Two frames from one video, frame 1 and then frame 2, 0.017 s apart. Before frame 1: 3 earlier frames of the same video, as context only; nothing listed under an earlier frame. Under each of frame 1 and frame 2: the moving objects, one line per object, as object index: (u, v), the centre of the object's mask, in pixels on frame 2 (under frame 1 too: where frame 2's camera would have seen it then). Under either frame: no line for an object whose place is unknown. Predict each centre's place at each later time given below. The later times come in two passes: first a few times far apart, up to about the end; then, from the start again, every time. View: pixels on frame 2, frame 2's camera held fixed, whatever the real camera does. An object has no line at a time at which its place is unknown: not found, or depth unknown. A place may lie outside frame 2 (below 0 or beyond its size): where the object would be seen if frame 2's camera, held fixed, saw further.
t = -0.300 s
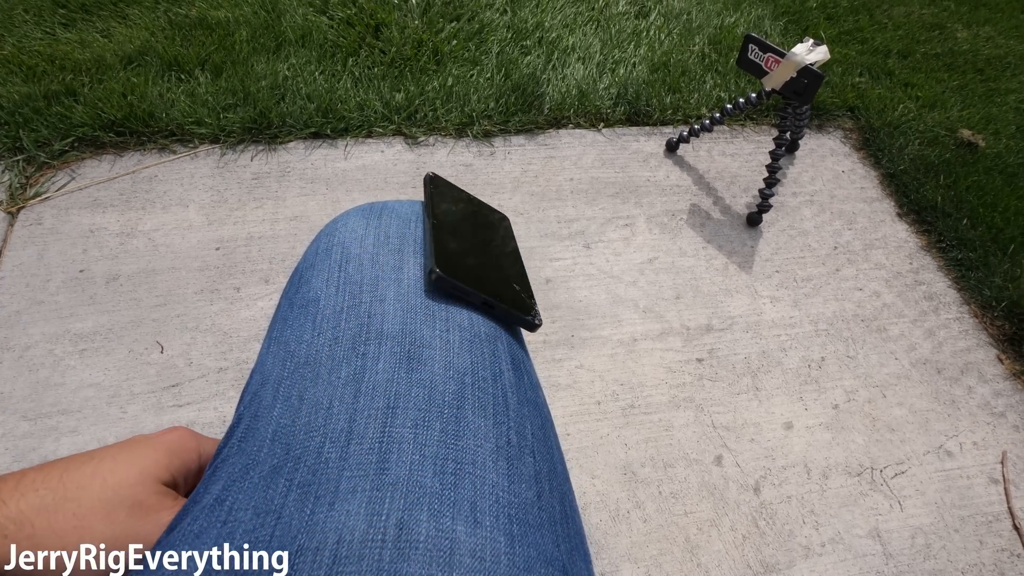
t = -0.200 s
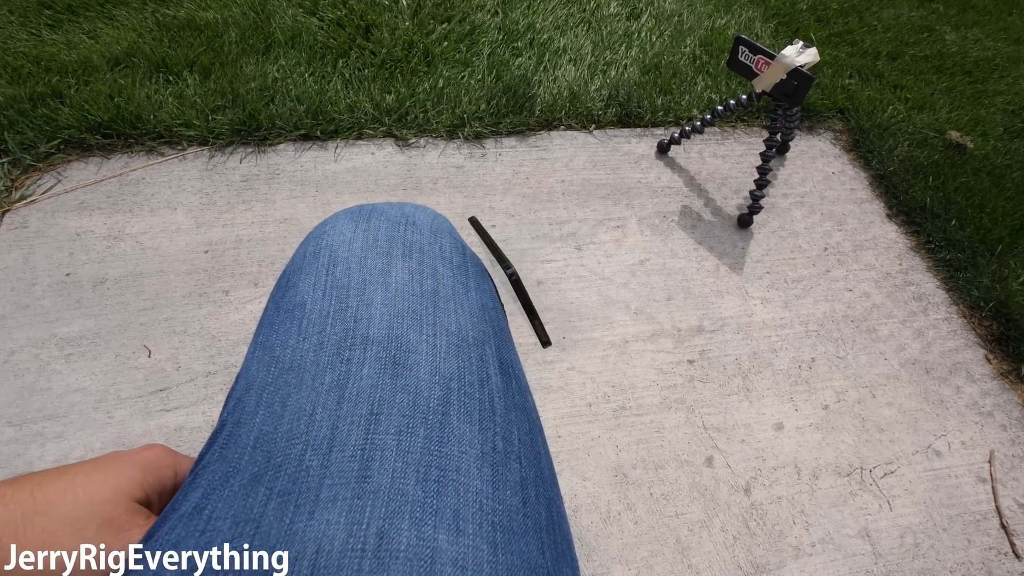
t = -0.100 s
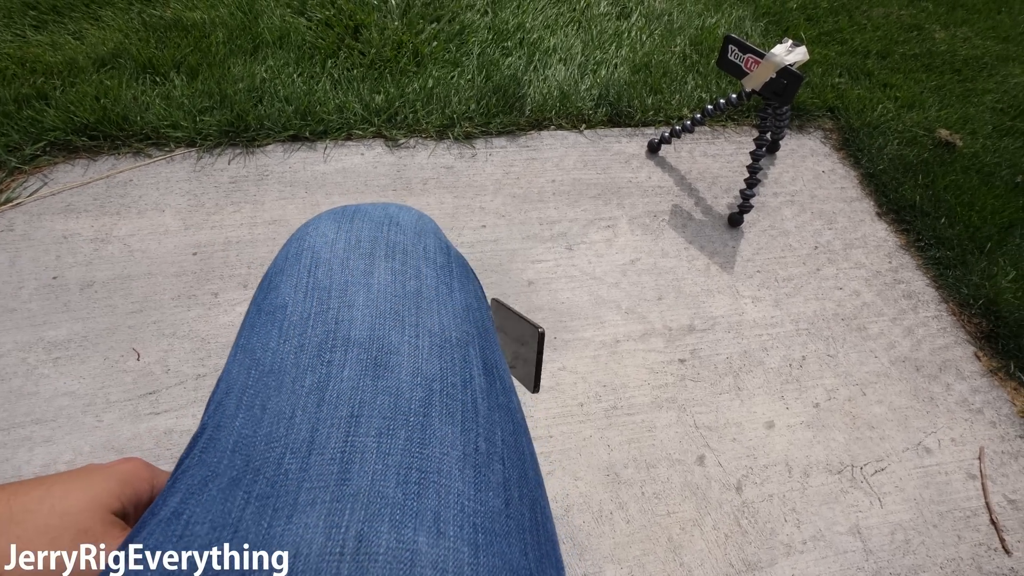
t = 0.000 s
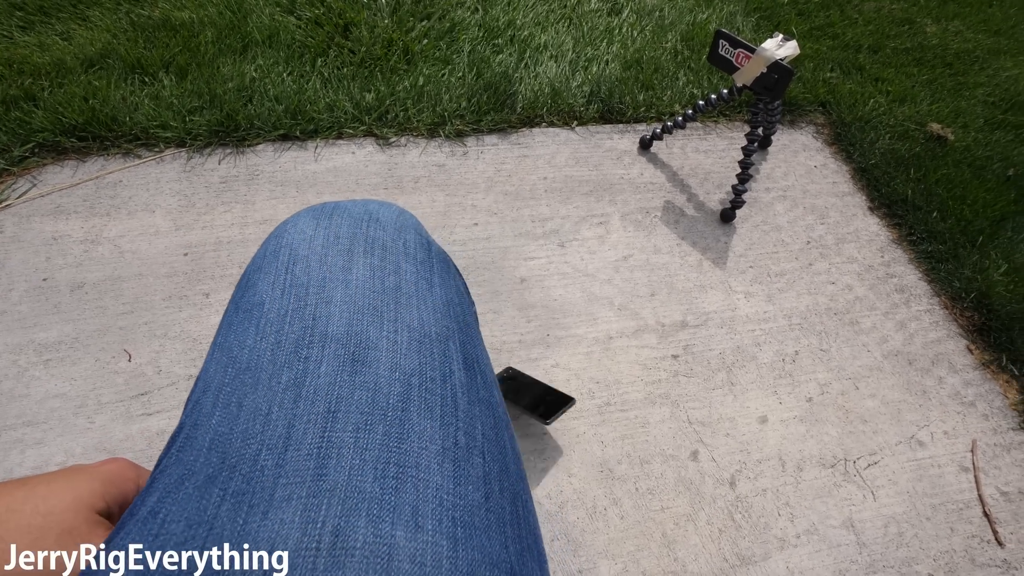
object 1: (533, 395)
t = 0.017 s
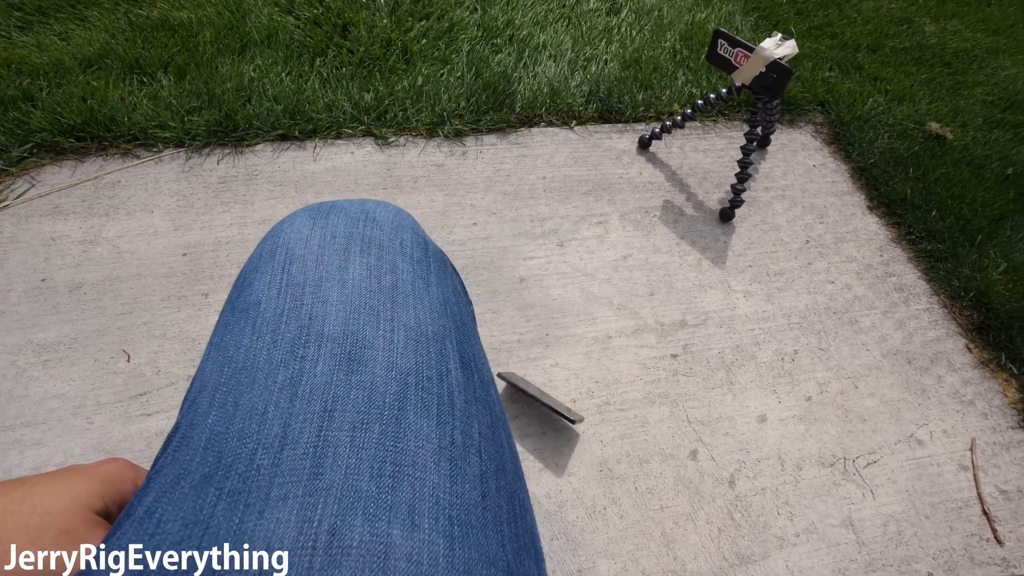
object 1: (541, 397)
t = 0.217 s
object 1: (665, 387)
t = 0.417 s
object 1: (728, 398)
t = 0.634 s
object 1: (777, 404)
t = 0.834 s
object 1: (798, 409)
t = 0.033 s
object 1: (556, 398)
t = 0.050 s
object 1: (569, 395)
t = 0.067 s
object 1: (583, 393)
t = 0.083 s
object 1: (595, 393)
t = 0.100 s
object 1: (608, 392)
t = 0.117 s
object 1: (619, 392)
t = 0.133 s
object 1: (628, 390)
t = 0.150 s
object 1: (635, 388)
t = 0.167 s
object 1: (642, 388)
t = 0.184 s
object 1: (649, 387)
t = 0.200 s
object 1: (658, 387)
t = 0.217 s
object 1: (665, 387)
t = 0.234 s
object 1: (672, 387)
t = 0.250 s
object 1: (678, 388)
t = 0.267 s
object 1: (683, 390)
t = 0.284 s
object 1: (688, 391)
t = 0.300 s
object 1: (692, 394)
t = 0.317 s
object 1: (697, 395)
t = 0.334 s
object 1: (703, 395)
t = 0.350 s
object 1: (709, 394)
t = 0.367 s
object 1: (713, 395)
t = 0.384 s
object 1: (718, 396)
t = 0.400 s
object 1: (723, 397)
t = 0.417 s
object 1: (728, 398)
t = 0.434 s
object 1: (732, 398)
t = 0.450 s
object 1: (737, 399)
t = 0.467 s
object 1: (741, 399)
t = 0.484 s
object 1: (746, 400)
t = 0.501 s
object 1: (750, 400)
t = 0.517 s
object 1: (754, 401)
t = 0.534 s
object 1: (757, 401)
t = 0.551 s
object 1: (761, 402)
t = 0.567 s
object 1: (764, 402)
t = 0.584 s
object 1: (768, 403)
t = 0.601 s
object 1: (771, 403)
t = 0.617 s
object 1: (774, 404)
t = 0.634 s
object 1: (777, 404)
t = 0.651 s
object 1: (780, 405)
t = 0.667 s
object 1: (782, 405)
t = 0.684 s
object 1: (784, 406)
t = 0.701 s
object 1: (787, 406)
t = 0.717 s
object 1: (789, 407)
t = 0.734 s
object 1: (790, 407)
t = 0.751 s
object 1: (792, 408)
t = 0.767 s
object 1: (794, 408)
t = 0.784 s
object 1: (795, 408)
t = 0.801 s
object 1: (796, 409)
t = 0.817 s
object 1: (797, 409)
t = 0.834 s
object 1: (798, 409)
